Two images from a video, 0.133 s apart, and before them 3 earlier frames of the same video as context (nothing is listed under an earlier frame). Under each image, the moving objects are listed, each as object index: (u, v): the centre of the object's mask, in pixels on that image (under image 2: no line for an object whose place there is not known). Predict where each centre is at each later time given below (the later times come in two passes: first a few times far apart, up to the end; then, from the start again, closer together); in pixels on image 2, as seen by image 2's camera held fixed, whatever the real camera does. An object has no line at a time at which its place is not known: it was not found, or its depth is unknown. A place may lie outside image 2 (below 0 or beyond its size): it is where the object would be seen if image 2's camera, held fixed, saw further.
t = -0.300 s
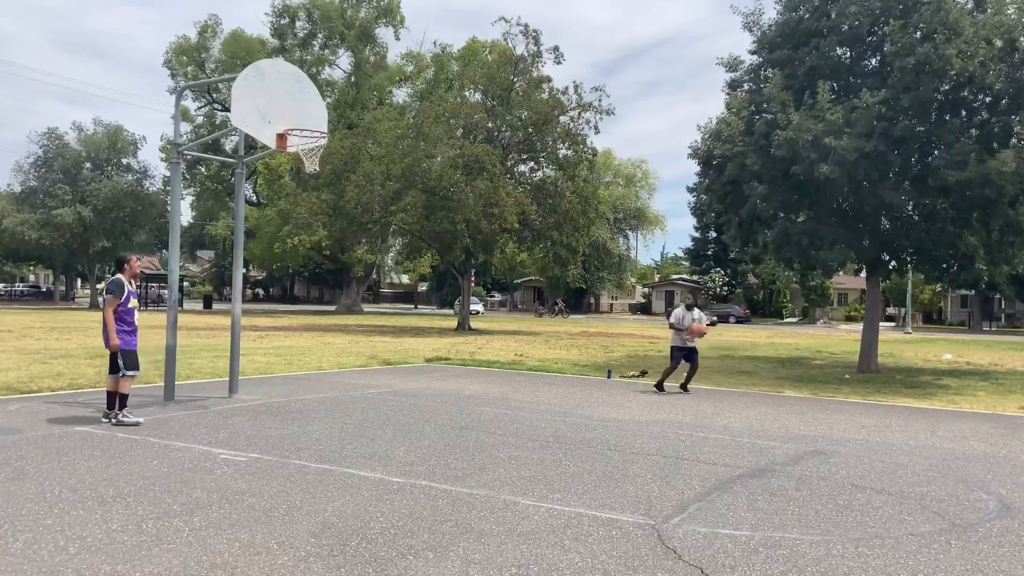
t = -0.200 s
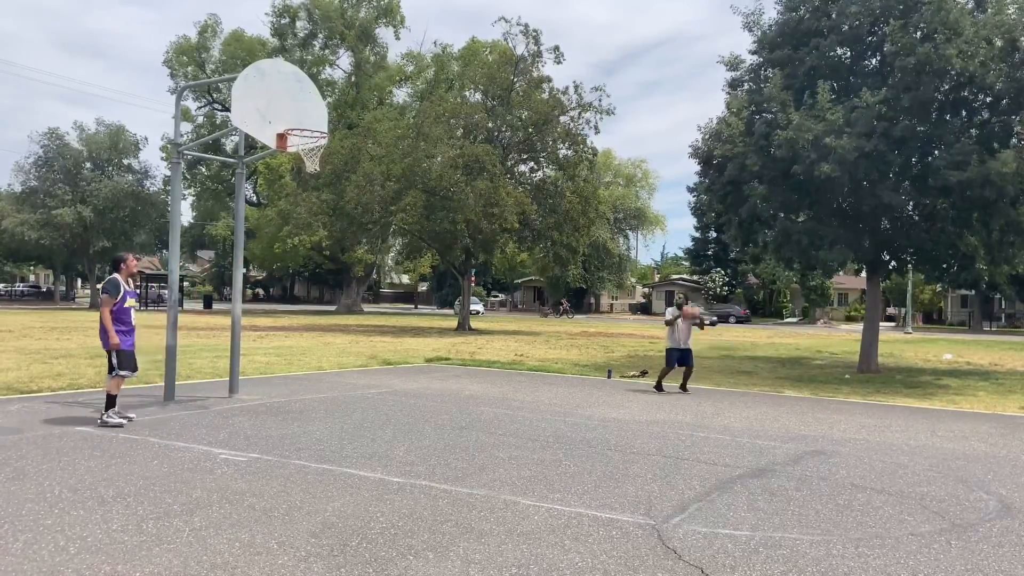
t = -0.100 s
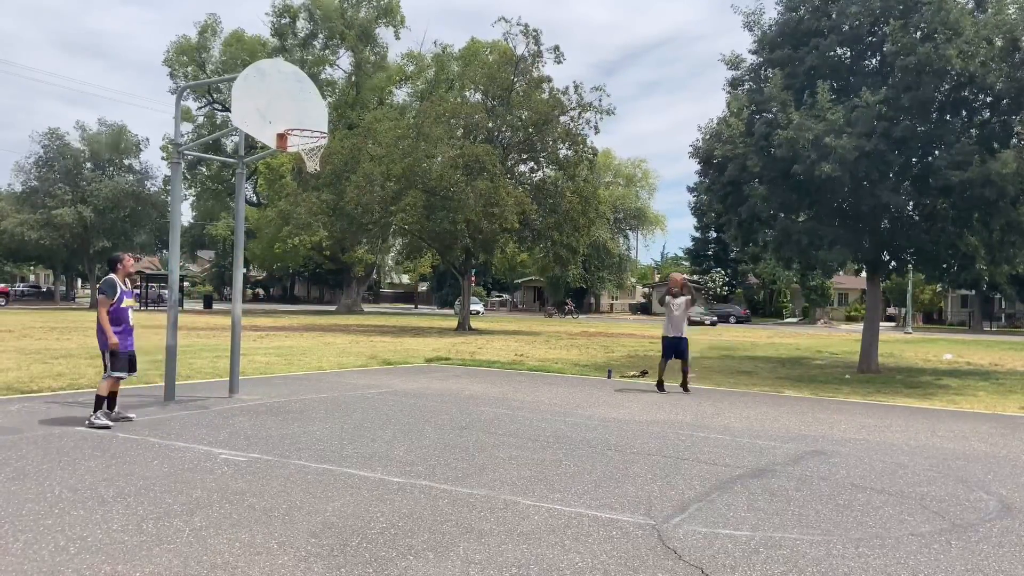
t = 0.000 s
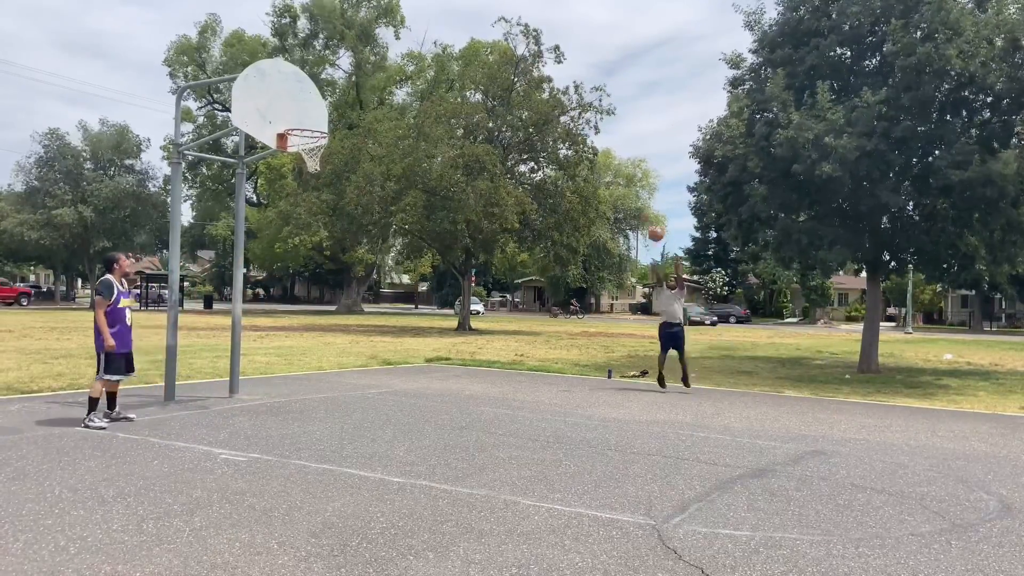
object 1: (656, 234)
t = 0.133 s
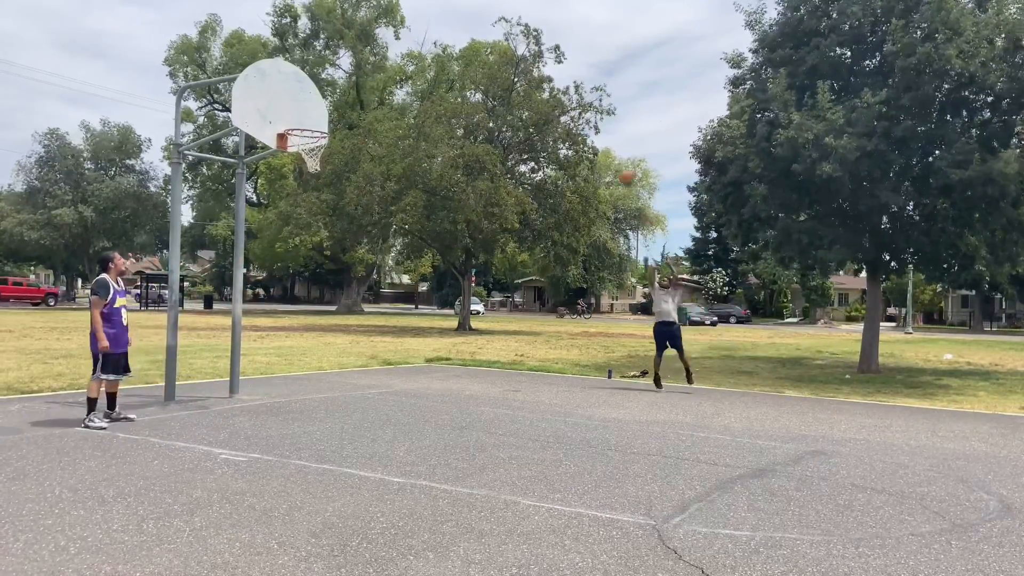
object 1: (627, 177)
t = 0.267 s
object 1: (596, 130)
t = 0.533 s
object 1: (529, 64)
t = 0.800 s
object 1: (456, 42)
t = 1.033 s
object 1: (384, 64)
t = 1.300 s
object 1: (299, 133)
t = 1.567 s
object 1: (324, 151)
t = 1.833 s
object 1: (312, 195)
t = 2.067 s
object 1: (302, 279)
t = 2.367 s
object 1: (287, 362)
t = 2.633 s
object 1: (275, 270)
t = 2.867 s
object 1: (265, 238)
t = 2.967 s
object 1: (261, 239)
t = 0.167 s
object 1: (619, 164)
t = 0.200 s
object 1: (612, 152)
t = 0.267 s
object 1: (596, 130)
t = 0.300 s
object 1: (588, 119)
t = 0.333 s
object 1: (580, 110)
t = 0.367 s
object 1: (572, 100)
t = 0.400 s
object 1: (563, 91)
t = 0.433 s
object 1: (555, 83)
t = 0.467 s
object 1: (546, 77)
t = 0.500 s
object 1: (538, 68)
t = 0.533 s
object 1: (529, 64)
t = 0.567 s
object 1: (521, 59)
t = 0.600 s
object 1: (512, 54)
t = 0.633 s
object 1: (503, 50)
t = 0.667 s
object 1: (495, 47)
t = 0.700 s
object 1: (485, 45)
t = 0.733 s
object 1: (476, 43)
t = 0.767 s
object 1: (467, 42)
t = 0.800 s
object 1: (456, 42)
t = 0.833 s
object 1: (446, 43)
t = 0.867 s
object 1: (436, 45)
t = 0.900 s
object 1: (426, 47)
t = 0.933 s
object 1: (416, 50)
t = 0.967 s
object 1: (406, 53)
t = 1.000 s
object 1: (394, 58)
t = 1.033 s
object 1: (384, 64)
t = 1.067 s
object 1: (373, 70)
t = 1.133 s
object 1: (352, 84)
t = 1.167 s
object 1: (341, 94)
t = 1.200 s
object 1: (330, 104)
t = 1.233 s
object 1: (318, 114)
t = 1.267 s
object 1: (307, 126)
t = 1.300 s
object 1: (299, 133)
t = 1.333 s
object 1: (298, 136)
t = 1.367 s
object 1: (306, 140)
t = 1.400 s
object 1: (314, 142)
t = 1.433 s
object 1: (318, 147)
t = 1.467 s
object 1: (321, 147)
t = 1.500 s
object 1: (322, 147)
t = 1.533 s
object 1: (325, 150)
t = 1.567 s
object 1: (324, 151)
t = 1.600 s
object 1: (323, 160)
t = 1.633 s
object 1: (324, 160)
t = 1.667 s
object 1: (319, 166)
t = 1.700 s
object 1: (321, 167)
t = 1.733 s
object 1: (316, 174)
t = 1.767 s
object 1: (315, 179)
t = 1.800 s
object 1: (315, 186)
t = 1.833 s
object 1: (312, 195)
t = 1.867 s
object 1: (311, 205)
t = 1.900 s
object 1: (309, 216)
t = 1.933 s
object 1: (308, 224)
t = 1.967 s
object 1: (306, 238)
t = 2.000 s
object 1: (305, 251)
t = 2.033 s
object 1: (303, 266)
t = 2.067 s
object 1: (302, 279)
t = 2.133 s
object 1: (299, 312)
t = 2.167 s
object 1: (296, 329)
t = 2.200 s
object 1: (294, 348)
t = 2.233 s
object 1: (292, 367)
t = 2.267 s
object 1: (291, 385)
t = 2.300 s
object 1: (290, 394)
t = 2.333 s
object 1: (289, 377)
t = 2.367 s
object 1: (287, 362)
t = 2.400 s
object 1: (285, 347)
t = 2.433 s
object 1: (283, 334)
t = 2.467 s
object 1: (282, 320)
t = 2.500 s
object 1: (282, 308)
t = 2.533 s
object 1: (280, 297)
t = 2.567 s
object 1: (279, 289)
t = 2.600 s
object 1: (276, 278)
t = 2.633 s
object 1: (275, 270)
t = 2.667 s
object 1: (274, 262)
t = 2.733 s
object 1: (271, 251)
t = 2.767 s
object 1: (269, 247)
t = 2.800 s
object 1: (268, 242)
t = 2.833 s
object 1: (266, 240)
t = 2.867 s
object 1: (265, 238)
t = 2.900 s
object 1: (264, 238)
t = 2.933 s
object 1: (262, 238)
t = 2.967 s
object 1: (261, 239)
